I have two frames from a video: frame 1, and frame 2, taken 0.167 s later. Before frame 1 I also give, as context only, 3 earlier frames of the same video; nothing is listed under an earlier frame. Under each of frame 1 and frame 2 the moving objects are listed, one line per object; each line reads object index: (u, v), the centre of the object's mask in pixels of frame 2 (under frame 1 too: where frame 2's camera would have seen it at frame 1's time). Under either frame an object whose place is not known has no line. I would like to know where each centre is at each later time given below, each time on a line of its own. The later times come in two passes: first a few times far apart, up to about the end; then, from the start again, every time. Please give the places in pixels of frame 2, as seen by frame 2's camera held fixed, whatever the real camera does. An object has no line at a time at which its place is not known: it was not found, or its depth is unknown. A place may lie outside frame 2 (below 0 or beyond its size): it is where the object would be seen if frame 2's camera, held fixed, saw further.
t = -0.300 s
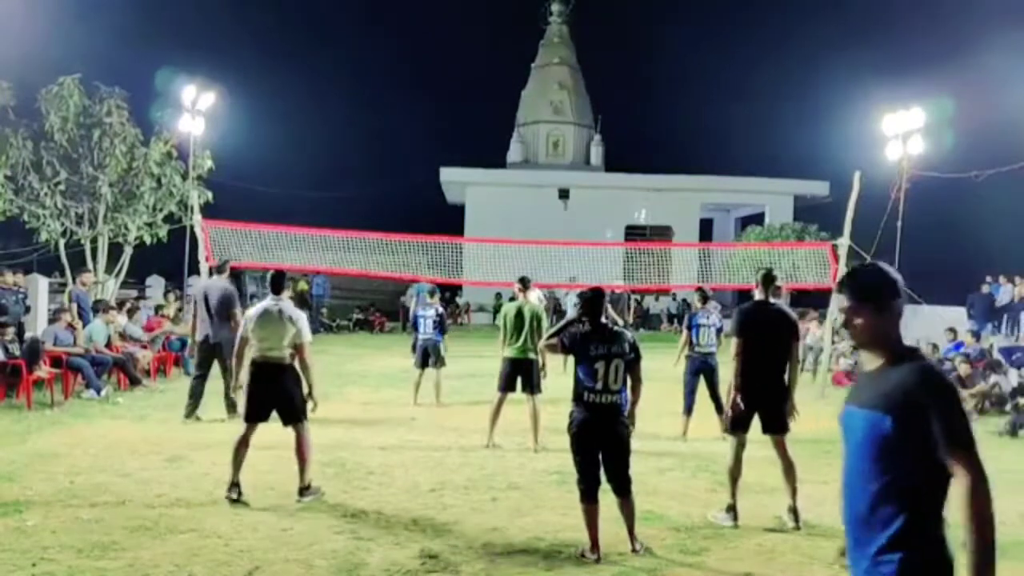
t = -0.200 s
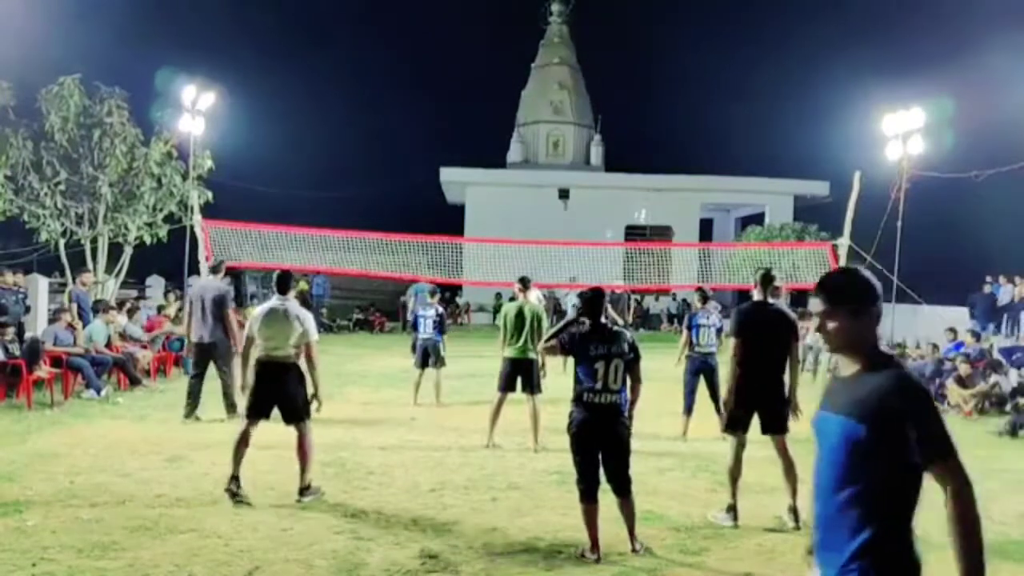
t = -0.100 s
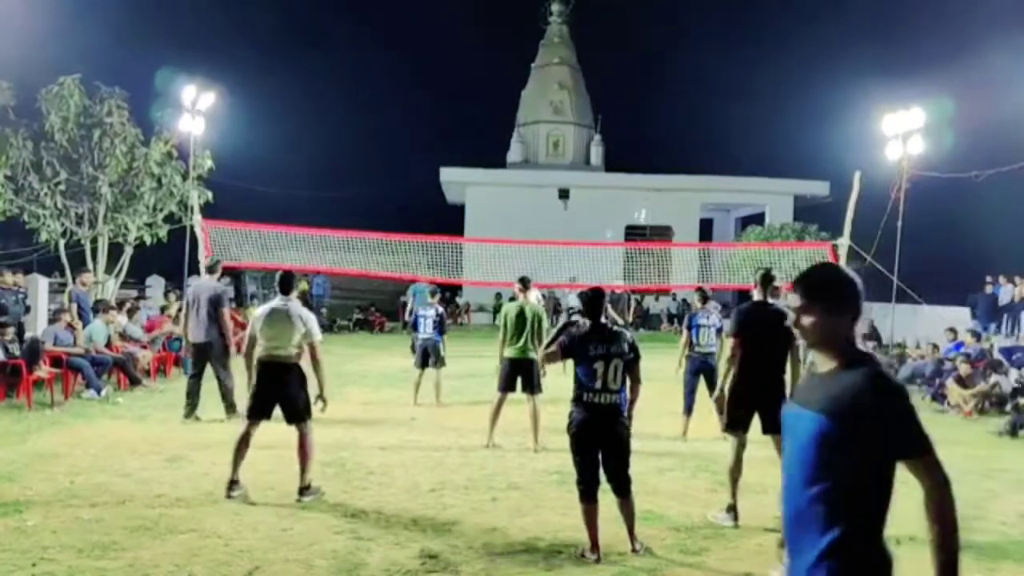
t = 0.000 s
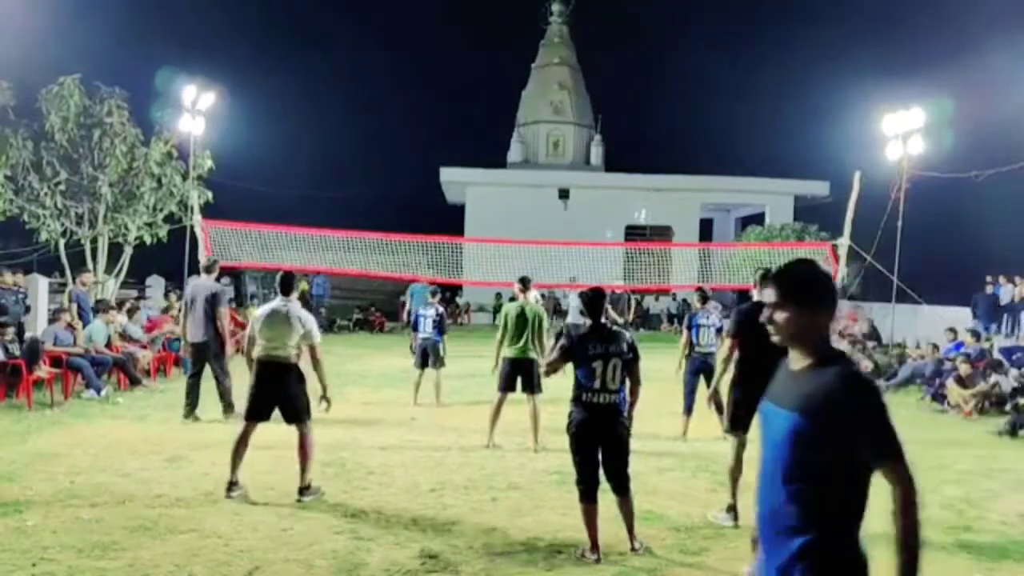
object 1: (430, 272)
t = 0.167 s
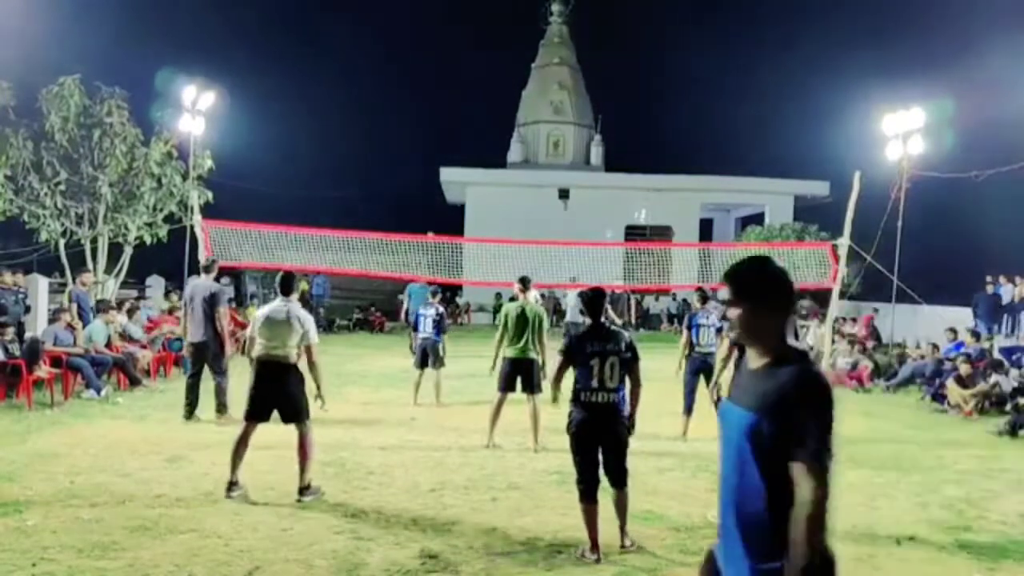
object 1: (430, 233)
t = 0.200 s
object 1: (430, 229)
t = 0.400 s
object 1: (430, 194)
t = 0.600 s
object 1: (428, 167)
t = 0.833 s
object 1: (424, 153)
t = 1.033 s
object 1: (417, 167)
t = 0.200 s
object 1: (430, 229)
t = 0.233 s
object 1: (430, 224)
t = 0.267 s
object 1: (430, 217)
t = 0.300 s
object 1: (430, 211)
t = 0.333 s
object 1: (430, 205)
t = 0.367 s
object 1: (430, 199)
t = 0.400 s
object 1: (430, 194)
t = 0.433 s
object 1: (430, 189)
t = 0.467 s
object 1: (429, 184)
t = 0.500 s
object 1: (429, 179)
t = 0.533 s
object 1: (429, 175)
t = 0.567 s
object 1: (429, 171)
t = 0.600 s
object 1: (428, 167)
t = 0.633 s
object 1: (428, 163)
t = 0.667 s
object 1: (428, 160)
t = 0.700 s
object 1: (427, 158)
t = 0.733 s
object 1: (427, 156)
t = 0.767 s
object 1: (426, 154)
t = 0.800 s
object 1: (425, 153)
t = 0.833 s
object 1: (424, 153)
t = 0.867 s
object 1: (423, 154)
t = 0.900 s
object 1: (422, 155)
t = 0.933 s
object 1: (422, 156)
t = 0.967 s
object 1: (420, 159)
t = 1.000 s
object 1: (418, 163)
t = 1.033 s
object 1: (417, 167)
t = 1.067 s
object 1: (415, 173)
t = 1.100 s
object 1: (413, 180)
